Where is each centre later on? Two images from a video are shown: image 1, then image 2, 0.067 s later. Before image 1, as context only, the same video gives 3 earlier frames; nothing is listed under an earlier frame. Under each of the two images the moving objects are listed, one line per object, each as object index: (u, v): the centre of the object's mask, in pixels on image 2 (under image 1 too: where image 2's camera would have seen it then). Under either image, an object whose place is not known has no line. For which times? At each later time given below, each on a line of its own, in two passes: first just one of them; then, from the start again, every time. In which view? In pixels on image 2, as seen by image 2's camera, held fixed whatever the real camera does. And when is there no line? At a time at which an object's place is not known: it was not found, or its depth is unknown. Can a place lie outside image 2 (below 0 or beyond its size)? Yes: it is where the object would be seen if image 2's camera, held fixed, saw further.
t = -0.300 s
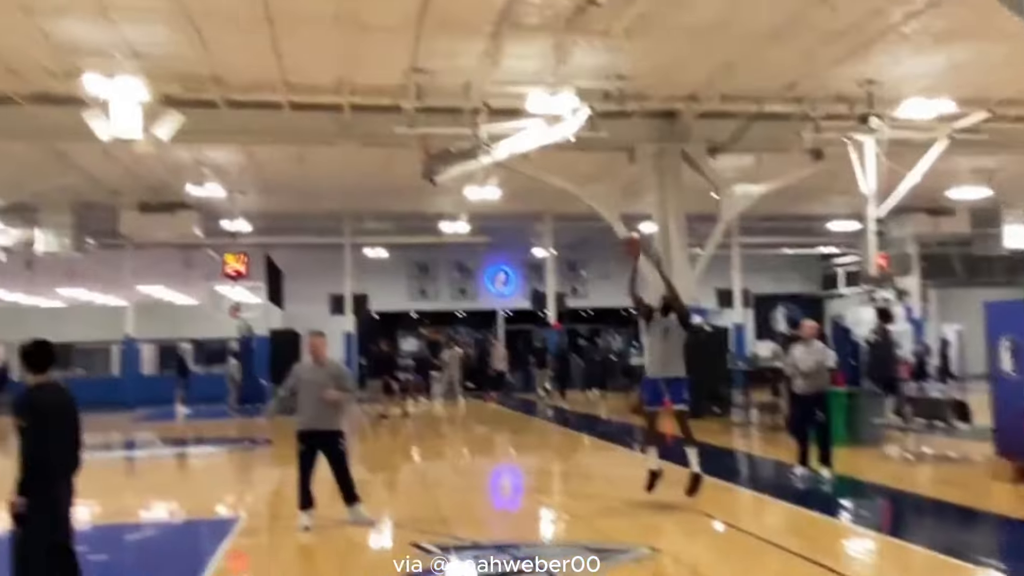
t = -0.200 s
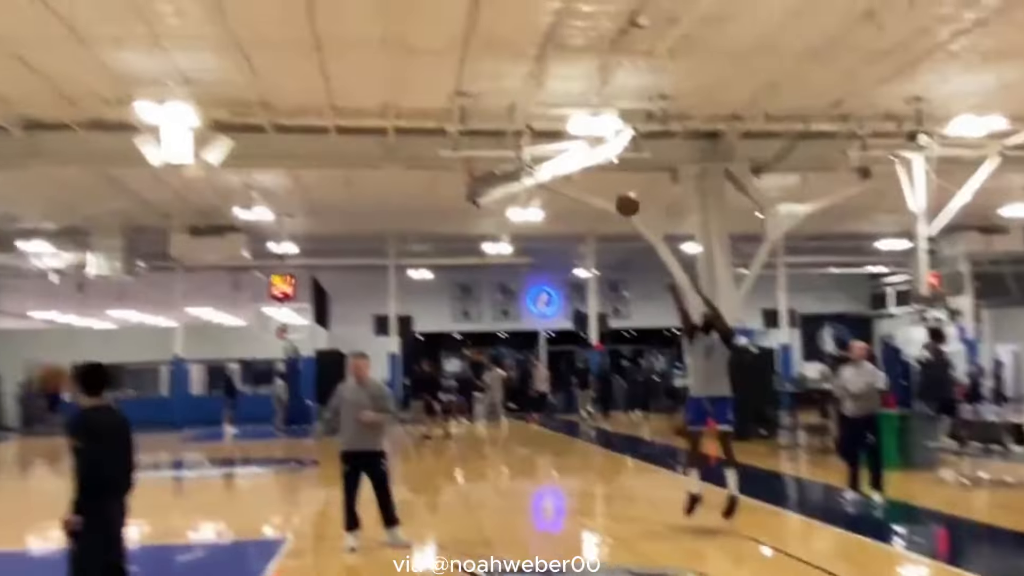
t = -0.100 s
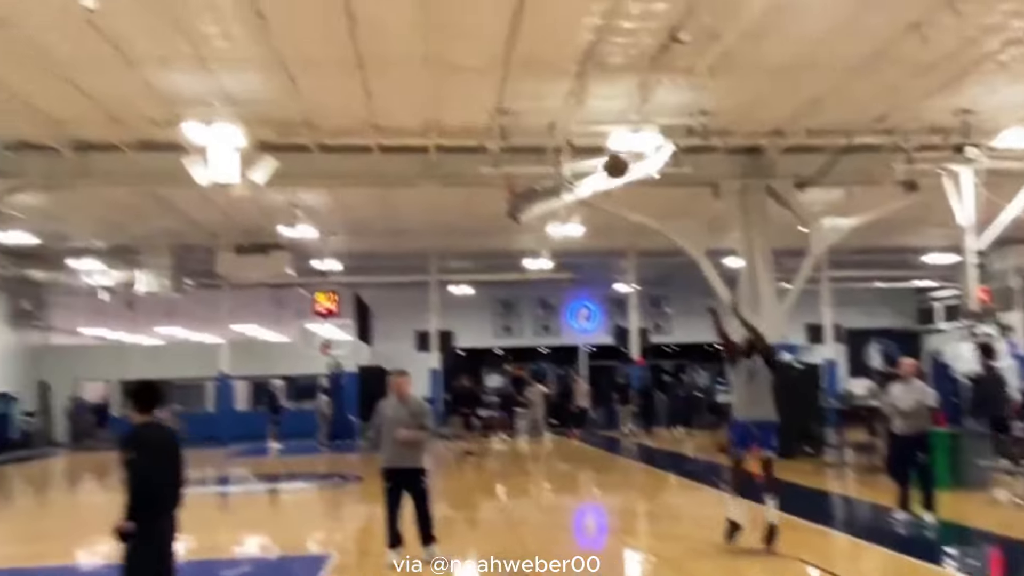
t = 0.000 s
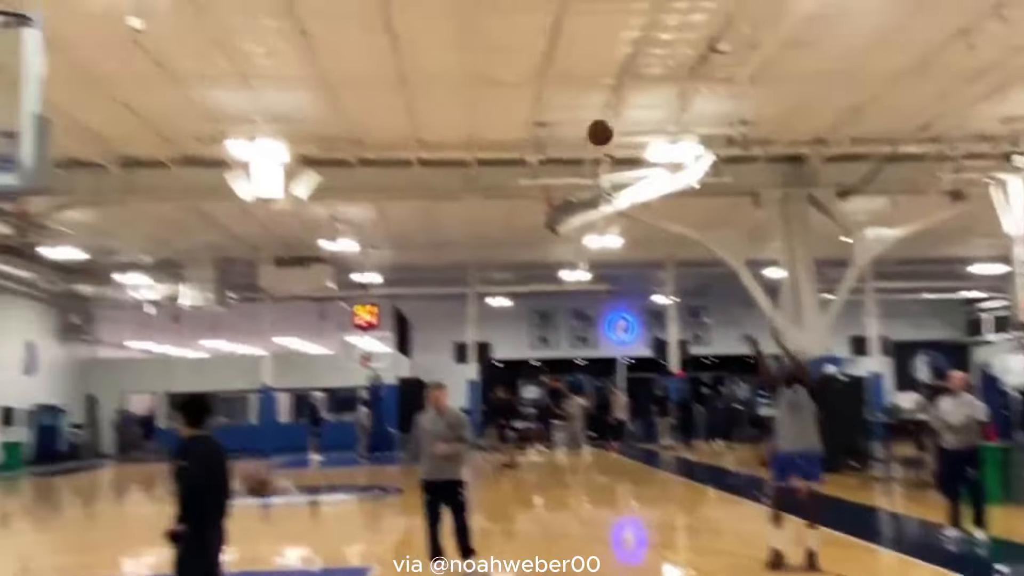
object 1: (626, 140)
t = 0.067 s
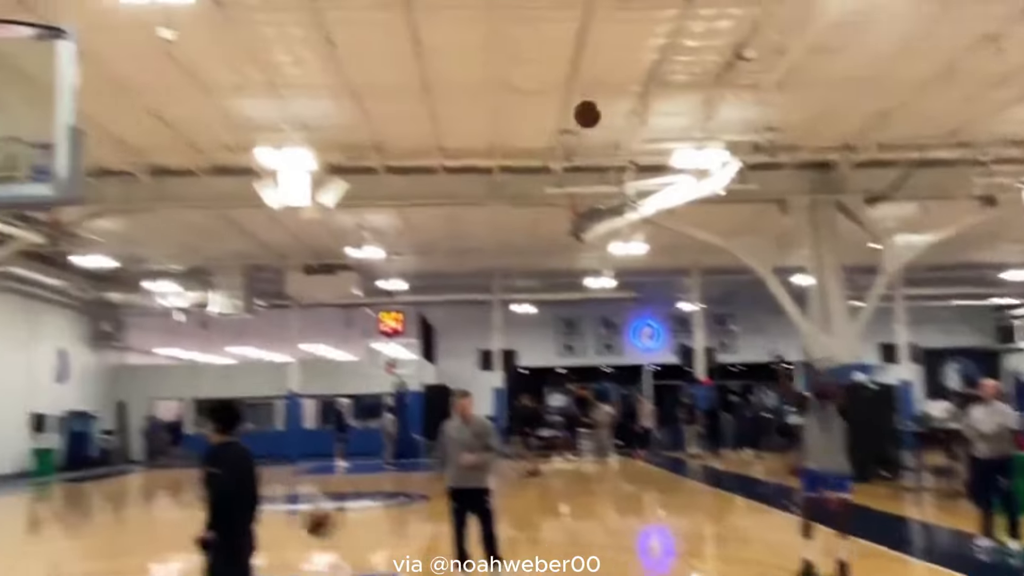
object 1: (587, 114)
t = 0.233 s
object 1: (482, 68)
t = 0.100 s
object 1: (567, 103)
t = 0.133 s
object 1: (547, 93)
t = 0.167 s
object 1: (526, 83)
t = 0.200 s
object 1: (505, 74)
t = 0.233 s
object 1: (482, 68)
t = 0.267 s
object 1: (462, 62)
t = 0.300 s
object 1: (439, 56)
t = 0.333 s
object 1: (416, 53)
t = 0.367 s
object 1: (393, 50)
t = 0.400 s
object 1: (369, 49)
